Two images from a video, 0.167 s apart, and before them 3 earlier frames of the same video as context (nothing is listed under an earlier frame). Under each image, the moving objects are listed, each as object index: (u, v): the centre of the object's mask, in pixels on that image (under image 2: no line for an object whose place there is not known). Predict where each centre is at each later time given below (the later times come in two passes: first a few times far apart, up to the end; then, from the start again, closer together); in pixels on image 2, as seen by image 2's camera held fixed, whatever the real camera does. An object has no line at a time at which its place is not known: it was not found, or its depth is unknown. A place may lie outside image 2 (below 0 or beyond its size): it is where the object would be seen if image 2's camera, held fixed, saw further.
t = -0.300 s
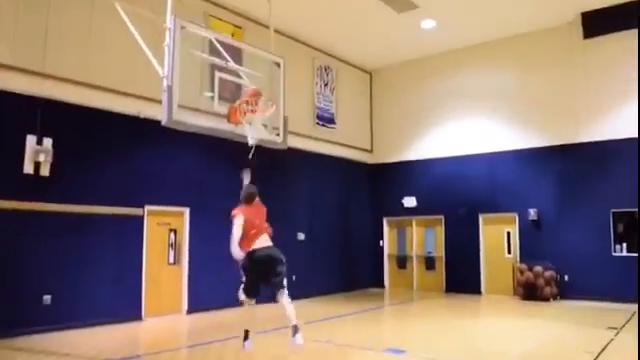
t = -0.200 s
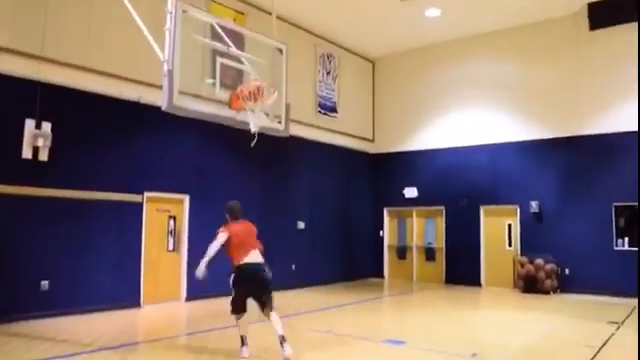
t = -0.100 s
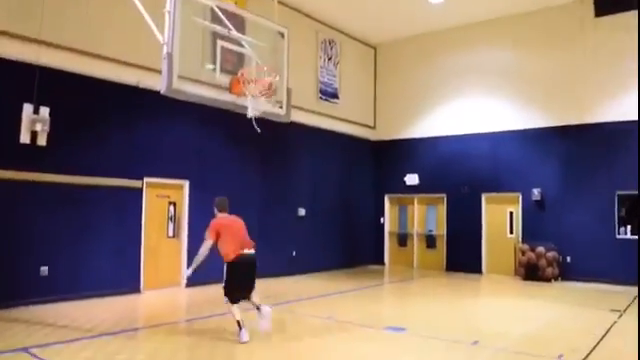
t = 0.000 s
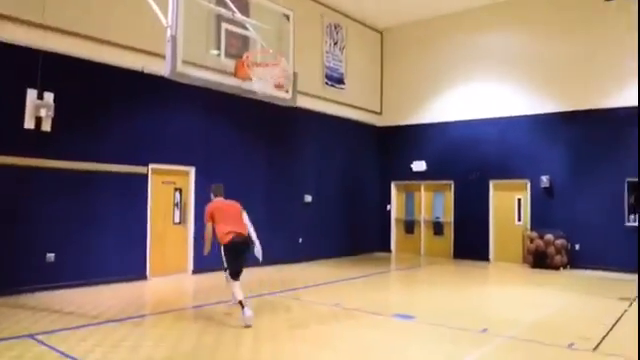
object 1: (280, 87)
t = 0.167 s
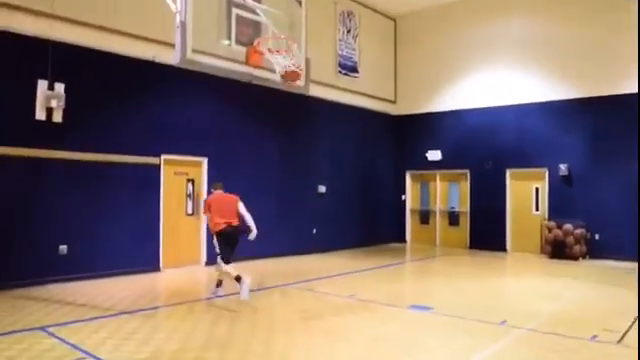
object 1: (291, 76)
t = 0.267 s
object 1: (284, 86)
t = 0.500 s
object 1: (268, 150)
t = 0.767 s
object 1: (250, 299)
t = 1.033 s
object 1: (233, 235)
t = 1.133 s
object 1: (228, 209)
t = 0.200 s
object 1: (289, 79)
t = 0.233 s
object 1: (287, 82)
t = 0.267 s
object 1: (284, 86)
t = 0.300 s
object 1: (283, 92)
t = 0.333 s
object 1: (280, 97)
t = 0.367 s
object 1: (278, 105)
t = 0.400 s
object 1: (275, 115)
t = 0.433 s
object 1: (272, 125)
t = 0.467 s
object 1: (270, 137)
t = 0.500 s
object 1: (268, 150)
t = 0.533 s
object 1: (266, 164)
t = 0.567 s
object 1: (263, 180)
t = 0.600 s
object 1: (261, 197)
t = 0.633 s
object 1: (259, 215)
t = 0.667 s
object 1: (256, 234)
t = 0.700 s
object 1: (254, 253)
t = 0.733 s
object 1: (251, 278)
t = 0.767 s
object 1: (250, 299)
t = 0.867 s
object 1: (243, 299)
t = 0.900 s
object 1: (240, 285)
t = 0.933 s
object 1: (239, 270)
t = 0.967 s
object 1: (237, 257)
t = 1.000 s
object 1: (235, 246)
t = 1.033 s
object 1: (233, 235)
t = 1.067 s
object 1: (232, 225)
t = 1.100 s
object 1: (230, 216)
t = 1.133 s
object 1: (228, 209)
